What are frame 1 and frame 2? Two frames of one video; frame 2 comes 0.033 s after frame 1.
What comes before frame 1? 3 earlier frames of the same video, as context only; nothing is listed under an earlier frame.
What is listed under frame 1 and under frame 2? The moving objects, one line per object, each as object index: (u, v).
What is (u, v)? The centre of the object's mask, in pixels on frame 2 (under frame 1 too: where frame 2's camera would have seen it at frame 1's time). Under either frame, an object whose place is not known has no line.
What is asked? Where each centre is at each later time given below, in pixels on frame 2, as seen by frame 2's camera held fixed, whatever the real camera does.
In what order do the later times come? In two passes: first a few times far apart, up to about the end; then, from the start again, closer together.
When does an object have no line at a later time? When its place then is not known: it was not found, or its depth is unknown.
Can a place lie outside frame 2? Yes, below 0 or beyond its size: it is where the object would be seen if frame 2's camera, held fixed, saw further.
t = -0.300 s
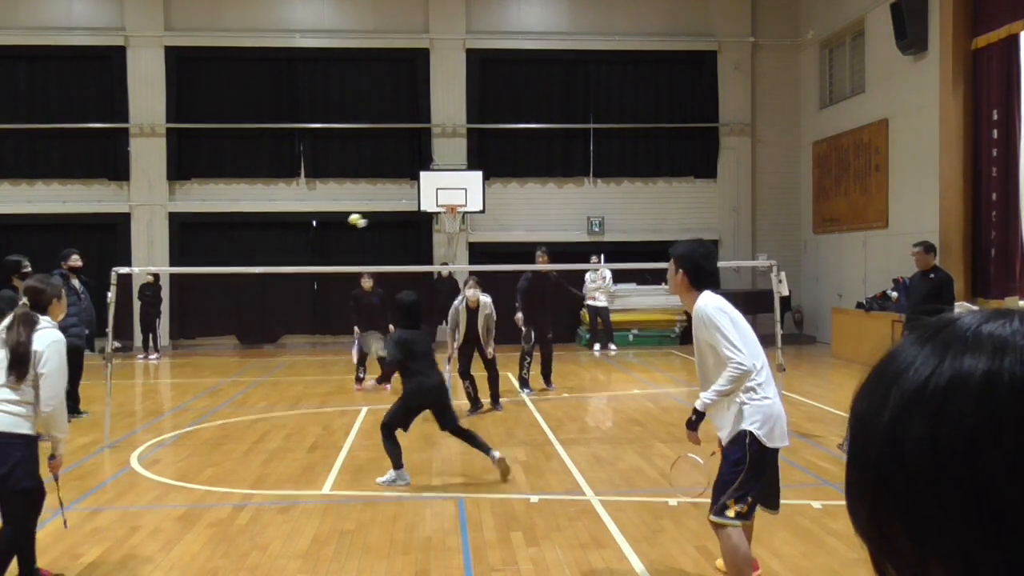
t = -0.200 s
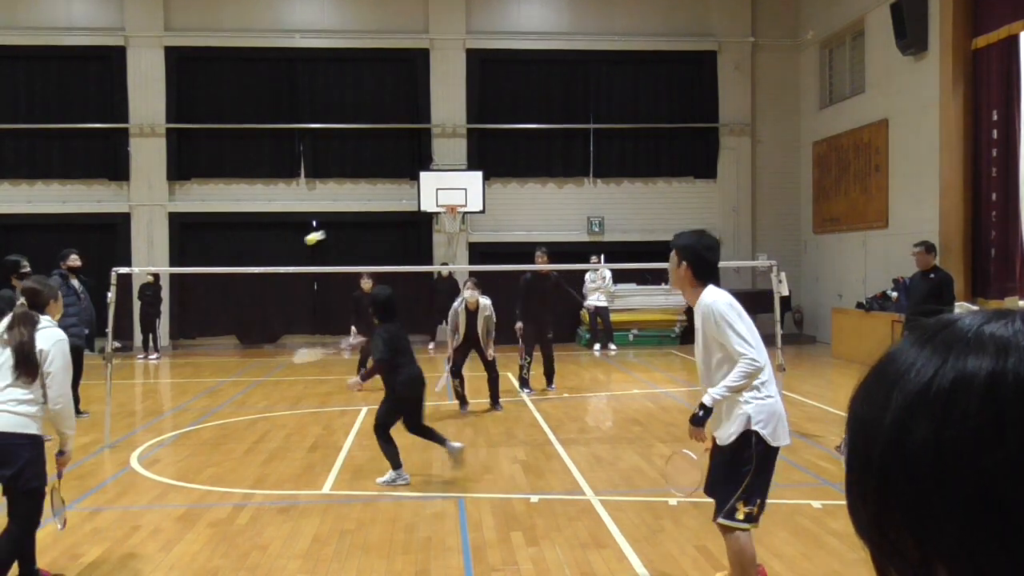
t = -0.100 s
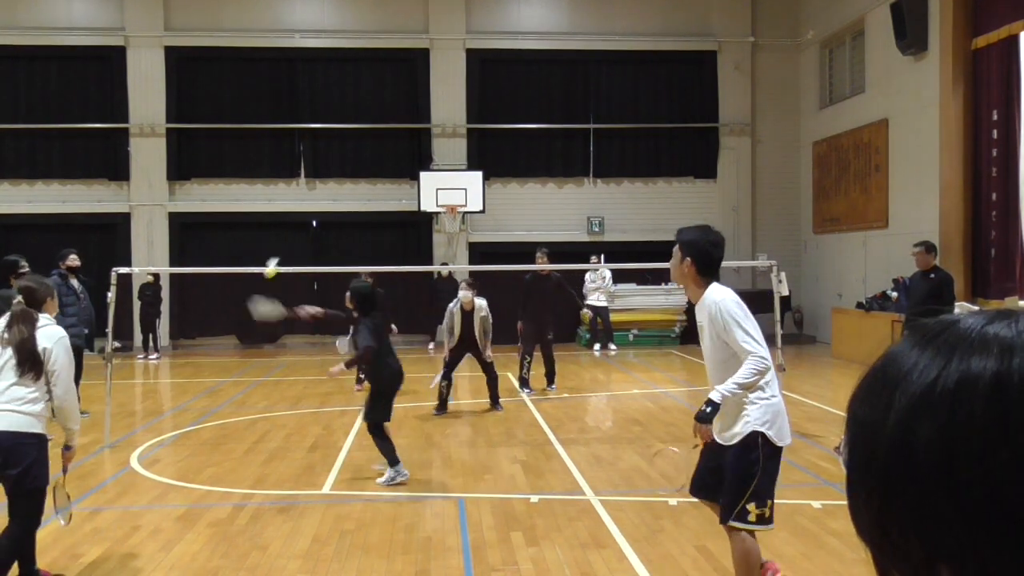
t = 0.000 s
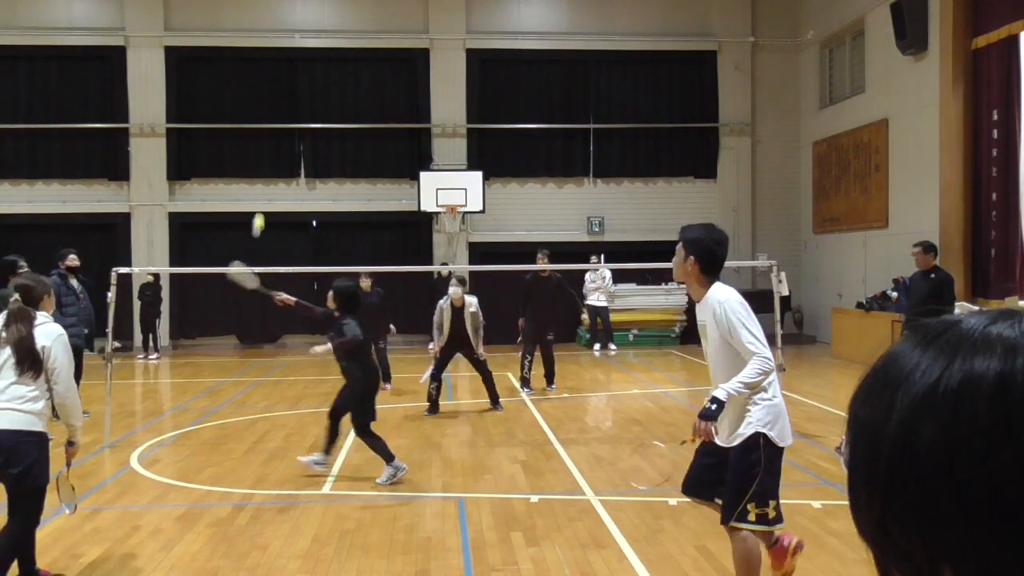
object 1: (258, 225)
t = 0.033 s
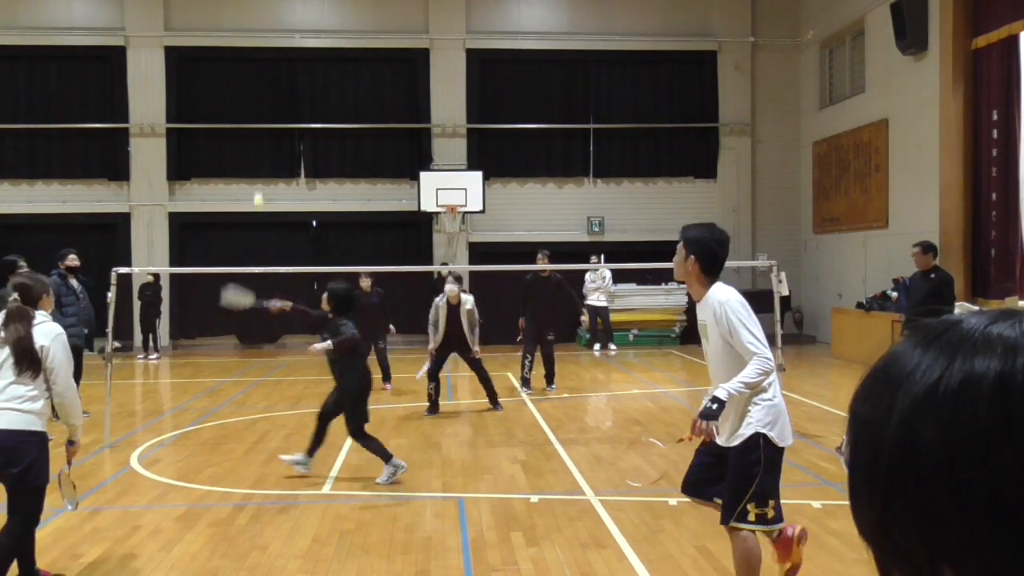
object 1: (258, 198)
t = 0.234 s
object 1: (258, 117)
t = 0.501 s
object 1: (257, 92)
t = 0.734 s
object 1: (260, 140)
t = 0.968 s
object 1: (261, 228)
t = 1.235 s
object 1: (258, 342)
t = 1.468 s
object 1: (254, 432)
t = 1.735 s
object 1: (239, 446)
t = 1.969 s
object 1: (230, 453)
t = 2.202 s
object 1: (220, 459)
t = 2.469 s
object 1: (215, 462)
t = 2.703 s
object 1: (212, 464)
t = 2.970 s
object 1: (208, 466)
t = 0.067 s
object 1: (258, 179)
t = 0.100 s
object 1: (258, 163)
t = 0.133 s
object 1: (257, 149)
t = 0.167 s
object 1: (257, 137)
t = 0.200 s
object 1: (258, 127)
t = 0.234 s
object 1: (258, 117)
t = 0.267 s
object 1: (258, 108)
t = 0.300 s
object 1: (258, 101)
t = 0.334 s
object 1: (258, 95)
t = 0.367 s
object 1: (258, 91)
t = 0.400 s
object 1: (258, 89)
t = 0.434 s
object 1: (258, 89)
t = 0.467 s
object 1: (257, 90)
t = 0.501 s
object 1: (257, 92)
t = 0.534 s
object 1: (257, 97)
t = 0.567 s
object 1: (258, 102)
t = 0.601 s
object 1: (259, 107)
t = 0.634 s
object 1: (259, 114)
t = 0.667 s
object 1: (260, 121)
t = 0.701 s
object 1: (260, 130)
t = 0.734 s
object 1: (260, 140)
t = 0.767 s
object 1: (260, 150)
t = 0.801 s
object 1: (259, 161)
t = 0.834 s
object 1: (259, 172)
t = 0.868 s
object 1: (260, 184)
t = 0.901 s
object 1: (261, 198)
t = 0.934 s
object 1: (261, 214)
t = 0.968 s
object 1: (261, 228)
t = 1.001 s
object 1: (261, 244)
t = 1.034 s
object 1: (261, 259)
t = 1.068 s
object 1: (260, 276)
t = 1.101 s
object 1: (261, 293)
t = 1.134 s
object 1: (260, 308)
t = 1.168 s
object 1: (260, 322)
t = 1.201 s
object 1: (259, 332)
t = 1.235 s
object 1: (258, 342)
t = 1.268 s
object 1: (257, 352)
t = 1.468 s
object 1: (254, 432)
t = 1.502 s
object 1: (253, 441)
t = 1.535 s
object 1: (251, 440)
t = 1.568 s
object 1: (249, 439)
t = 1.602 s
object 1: (247, 437)
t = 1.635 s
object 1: (245, 439)
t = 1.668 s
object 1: (243, 441)
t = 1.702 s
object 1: (241, 443)
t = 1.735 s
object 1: (239, 446)
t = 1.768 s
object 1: (238, 447)
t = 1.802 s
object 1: (237, 447)
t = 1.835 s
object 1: (236, 448)
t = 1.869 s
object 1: (235, 451)
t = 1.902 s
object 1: (234, 454)
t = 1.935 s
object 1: (232, 455)
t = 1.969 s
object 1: (230, 453)
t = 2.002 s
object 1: (229, 454)
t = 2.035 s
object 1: (228, 455)
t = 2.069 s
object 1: (226, 456)
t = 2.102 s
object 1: (224, 457)
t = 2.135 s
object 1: (222, 458)
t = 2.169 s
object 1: (220, 459)
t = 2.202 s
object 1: (220, 459)
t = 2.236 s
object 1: (219, 460)
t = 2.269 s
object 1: (218, 460)
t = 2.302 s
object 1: (217, 460)
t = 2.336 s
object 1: (217, 460)
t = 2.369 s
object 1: (216, 461)
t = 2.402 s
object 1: (216, 461)
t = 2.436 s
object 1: (215, 462)
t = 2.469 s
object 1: (215, 462)
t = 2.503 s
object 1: (214, 462)
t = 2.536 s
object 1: (214, 462)
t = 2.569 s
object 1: (214, 463)
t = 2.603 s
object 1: (213, 463)
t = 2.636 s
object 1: (213, 463)
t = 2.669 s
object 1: (212, 463)
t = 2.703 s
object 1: (212, 464)
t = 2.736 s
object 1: (211, 464)
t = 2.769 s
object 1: (211, 464)
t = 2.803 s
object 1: (211, 464)
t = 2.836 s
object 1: (210, 465)
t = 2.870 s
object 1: (209, 465)
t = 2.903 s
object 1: (209, 465)
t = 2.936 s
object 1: (208, 466)
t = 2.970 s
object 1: (208, 466)
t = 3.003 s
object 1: (207, 466)
